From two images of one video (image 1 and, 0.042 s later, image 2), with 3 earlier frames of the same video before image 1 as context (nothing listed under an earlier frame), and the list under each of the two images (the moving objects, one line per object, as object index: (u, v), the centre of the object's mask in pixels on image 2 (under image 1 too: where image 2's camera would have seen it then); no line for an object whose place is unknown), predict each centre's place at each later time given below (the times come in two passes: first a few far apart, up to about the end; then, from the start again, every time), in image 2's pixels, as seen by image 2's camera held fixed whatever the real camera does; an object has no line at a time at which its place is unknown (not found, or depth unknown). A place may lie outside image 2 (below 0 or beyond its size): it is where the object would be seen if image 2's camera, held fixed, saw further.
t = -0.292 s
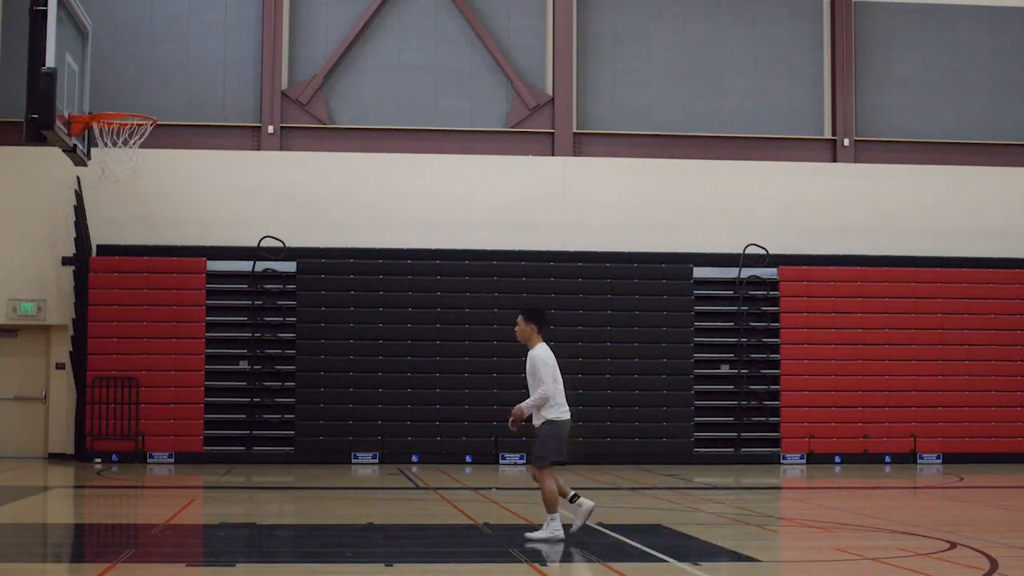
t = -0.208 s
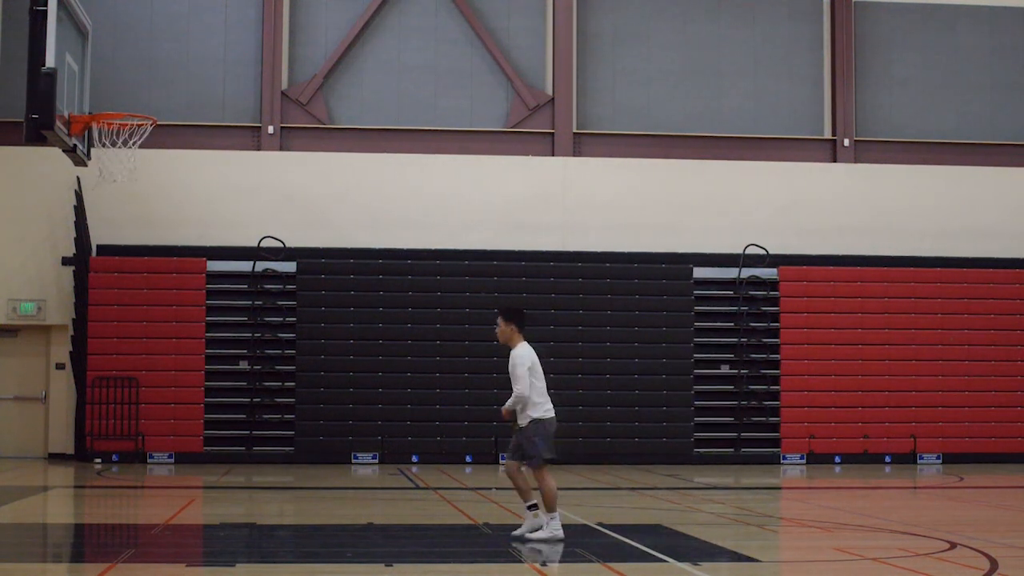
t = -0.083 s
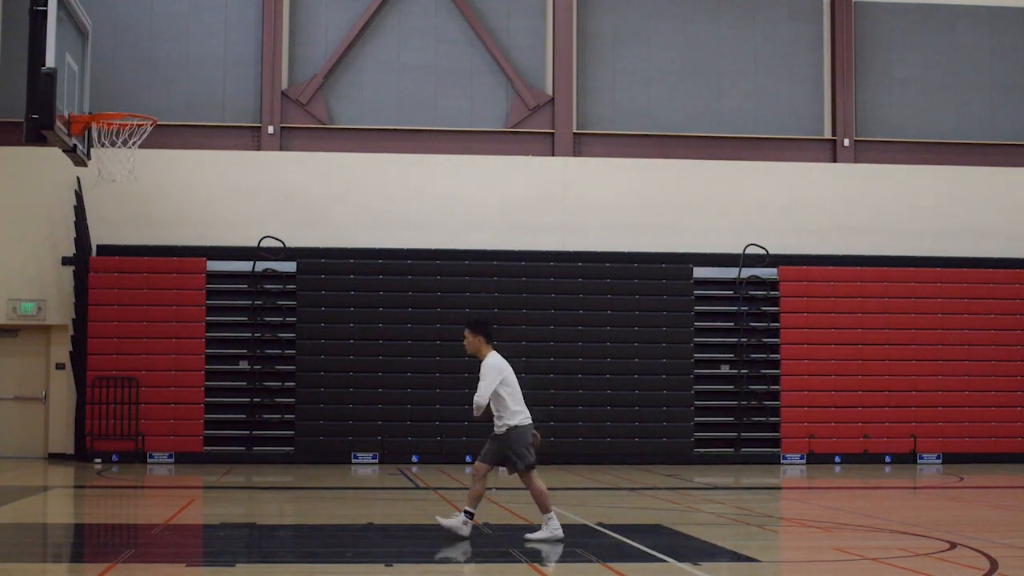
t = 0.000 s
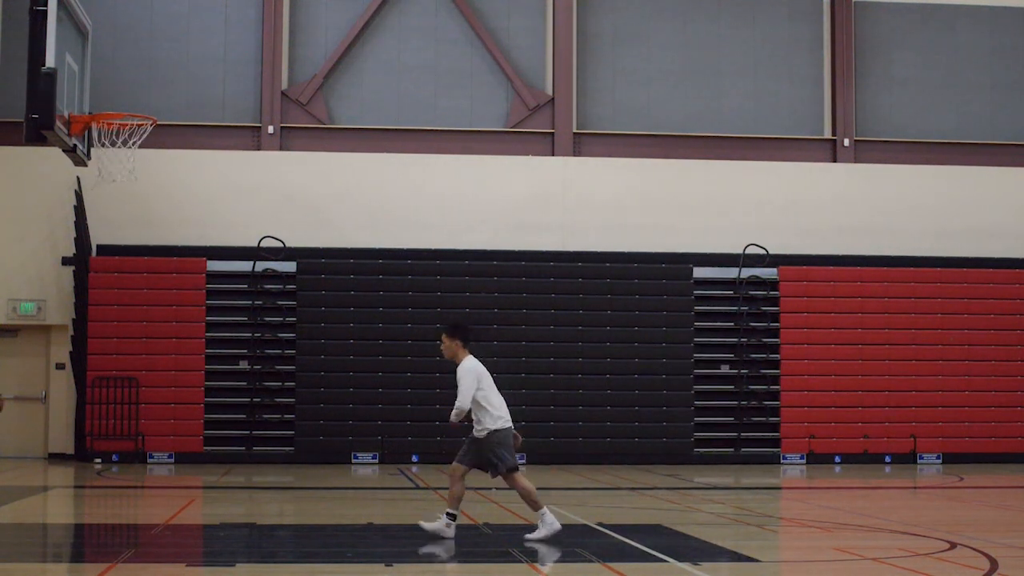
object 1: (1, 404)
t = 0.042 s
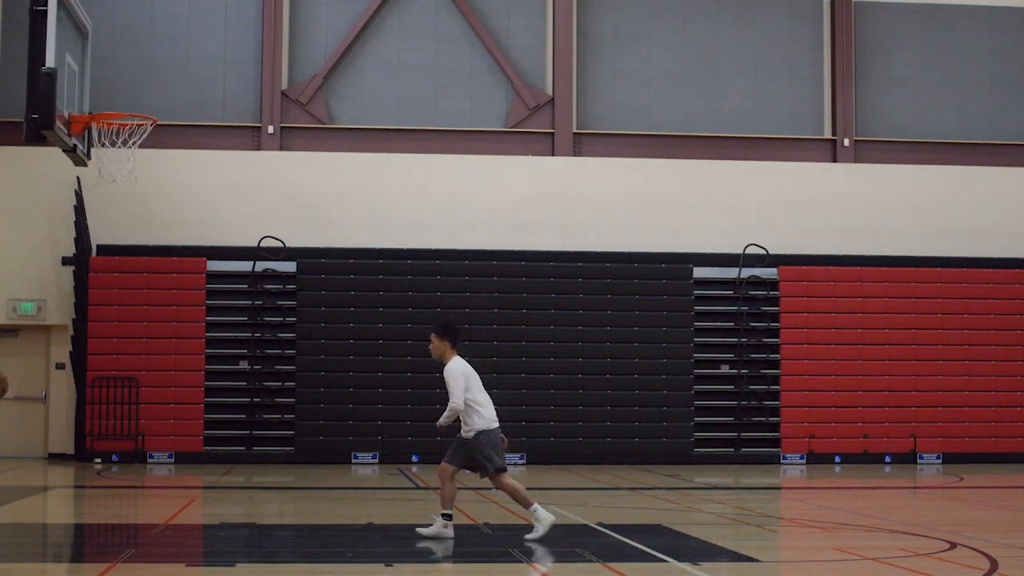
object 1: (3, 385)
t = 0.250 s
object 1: (14, 330)
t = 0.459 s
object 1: (34, 332)
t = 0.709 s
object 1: (56, 411)
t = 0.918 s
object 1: (73, 512)
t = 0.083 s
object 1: (5, 370)
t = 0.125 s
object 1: (7, 358)
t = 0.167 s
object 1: (9, 344)
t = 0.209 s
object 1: (12, 336)
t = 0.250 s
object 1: (14, 330)
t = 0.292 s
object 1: (17, 326)
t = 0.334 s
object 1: (22, 323)
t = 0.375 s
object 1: (26, 324)
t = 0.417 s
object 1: (29, 327)
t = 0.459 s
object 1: (34, 332)
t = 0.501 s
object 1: (38, 339)
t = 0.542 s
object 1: (42, 349)
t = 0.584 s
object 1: (46, 361)
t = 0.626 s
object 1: (50, 375)
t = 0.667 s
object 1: (53, 392)
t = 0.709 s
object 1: (56, 411)
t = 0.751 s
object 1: (60, 432)
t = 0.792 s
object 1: (64, 455)
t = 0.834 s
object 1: (66, 480)
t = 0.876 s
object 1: (70, 509)
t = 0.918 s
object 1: (73, 512)
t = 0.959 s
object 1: (76, 492)
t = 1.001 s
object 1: (78, 474)
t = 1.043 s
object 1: (81, 459)
